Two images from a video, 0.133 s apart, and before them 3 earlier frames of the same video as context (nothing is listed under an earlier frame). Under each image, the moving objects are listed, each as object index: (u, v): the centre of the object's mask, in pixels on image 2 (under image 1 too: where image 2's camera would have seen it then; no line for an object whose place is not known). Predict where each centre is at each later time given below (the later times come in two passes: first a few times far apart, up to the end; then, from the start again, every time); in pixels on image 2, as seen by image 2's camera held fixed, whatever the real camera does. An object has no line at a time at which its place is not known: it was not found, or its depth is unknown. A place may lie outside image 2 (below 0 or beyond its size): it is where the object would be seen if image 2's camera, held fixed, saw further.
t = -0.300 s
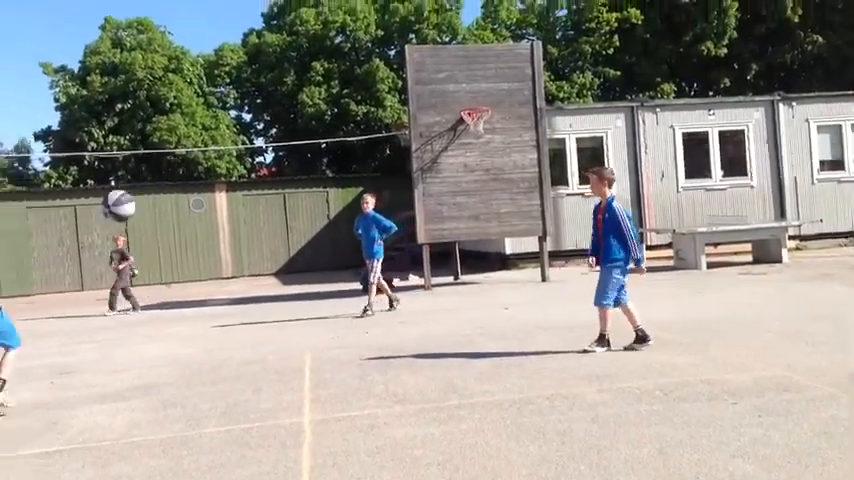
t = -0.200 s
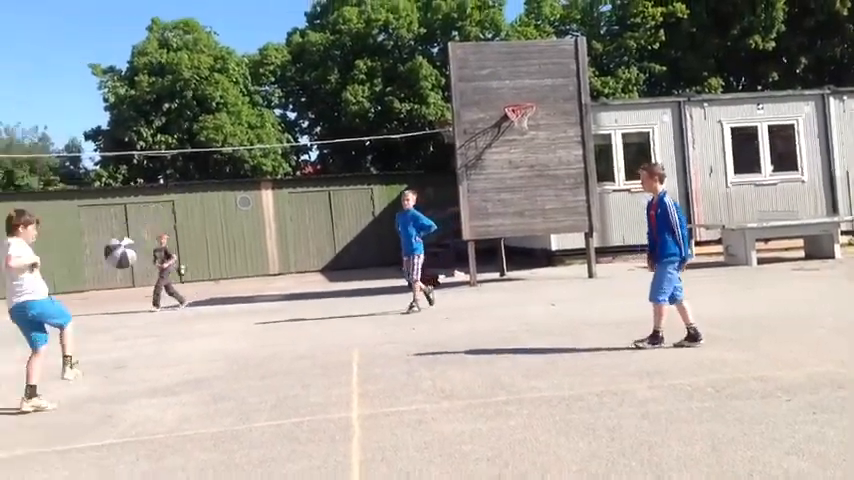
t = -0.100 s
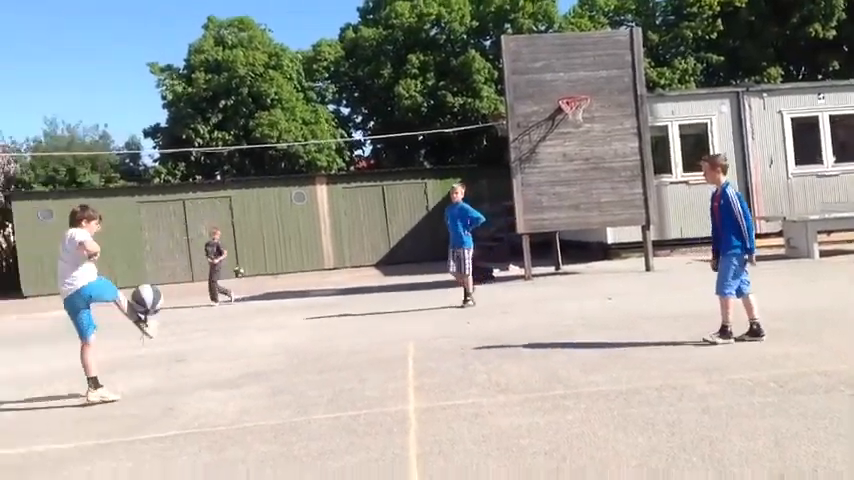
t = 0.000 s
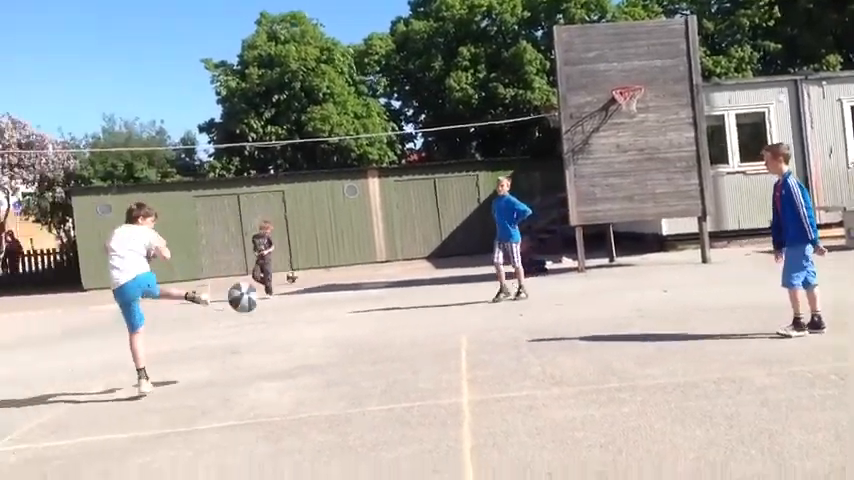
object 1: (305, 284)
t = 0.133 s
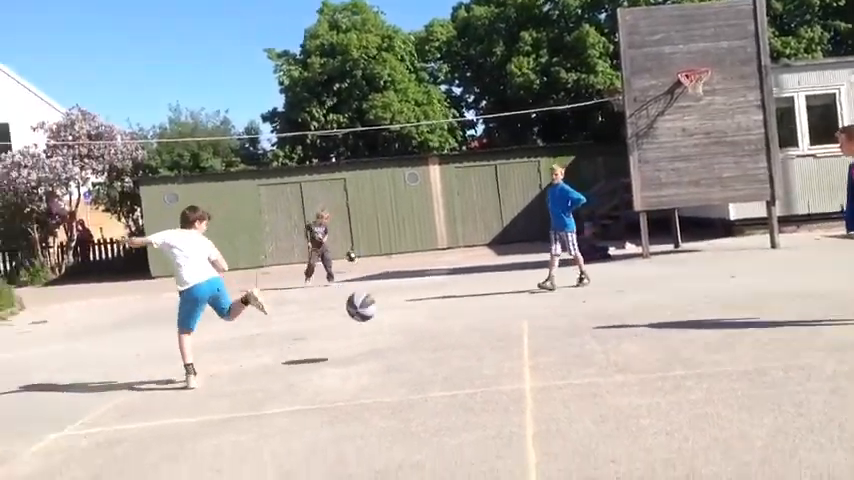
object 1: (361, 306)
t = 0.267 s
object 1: (415, 332)
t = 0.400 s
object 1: (462, 290)
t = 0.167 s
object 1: (375, 315)
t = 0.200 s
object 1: (389, 325)
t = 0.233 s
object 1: (403, 337)
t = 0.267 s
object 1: (415, 332)
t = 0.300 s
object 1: (427, 319)
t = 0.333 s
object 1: (439, 308)
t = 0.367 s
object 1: (450, 298)
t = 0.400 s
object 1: (462, 290)
